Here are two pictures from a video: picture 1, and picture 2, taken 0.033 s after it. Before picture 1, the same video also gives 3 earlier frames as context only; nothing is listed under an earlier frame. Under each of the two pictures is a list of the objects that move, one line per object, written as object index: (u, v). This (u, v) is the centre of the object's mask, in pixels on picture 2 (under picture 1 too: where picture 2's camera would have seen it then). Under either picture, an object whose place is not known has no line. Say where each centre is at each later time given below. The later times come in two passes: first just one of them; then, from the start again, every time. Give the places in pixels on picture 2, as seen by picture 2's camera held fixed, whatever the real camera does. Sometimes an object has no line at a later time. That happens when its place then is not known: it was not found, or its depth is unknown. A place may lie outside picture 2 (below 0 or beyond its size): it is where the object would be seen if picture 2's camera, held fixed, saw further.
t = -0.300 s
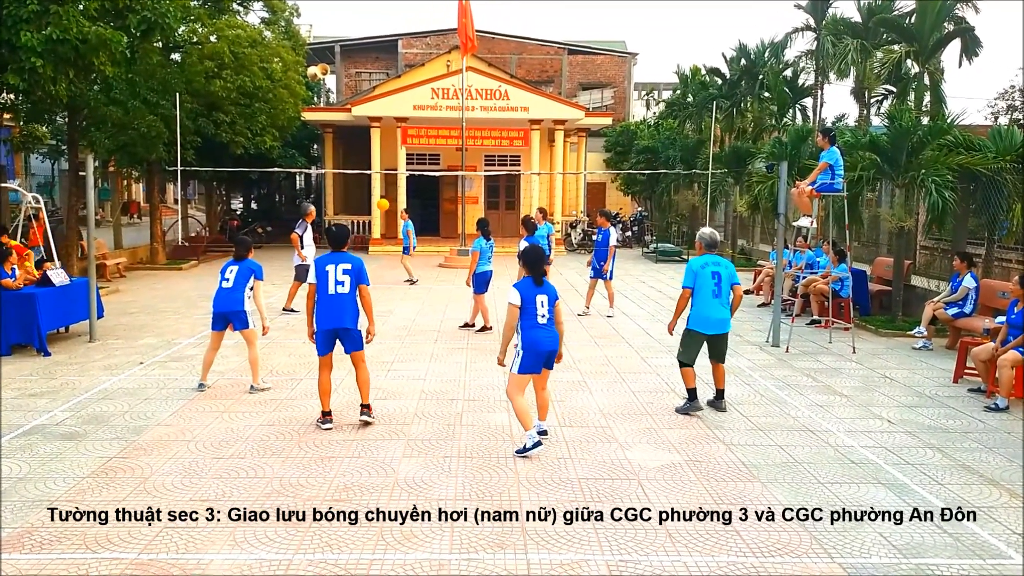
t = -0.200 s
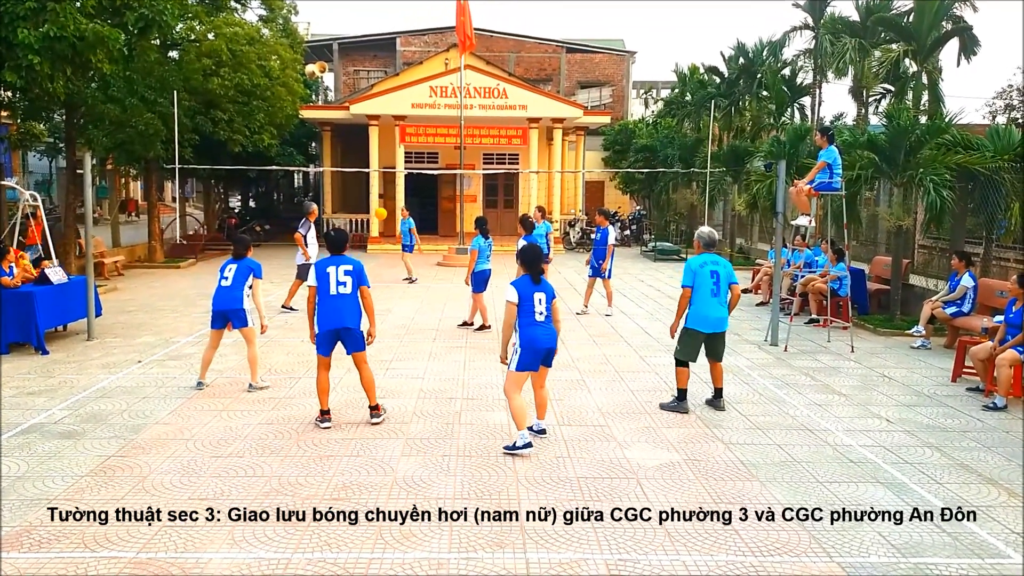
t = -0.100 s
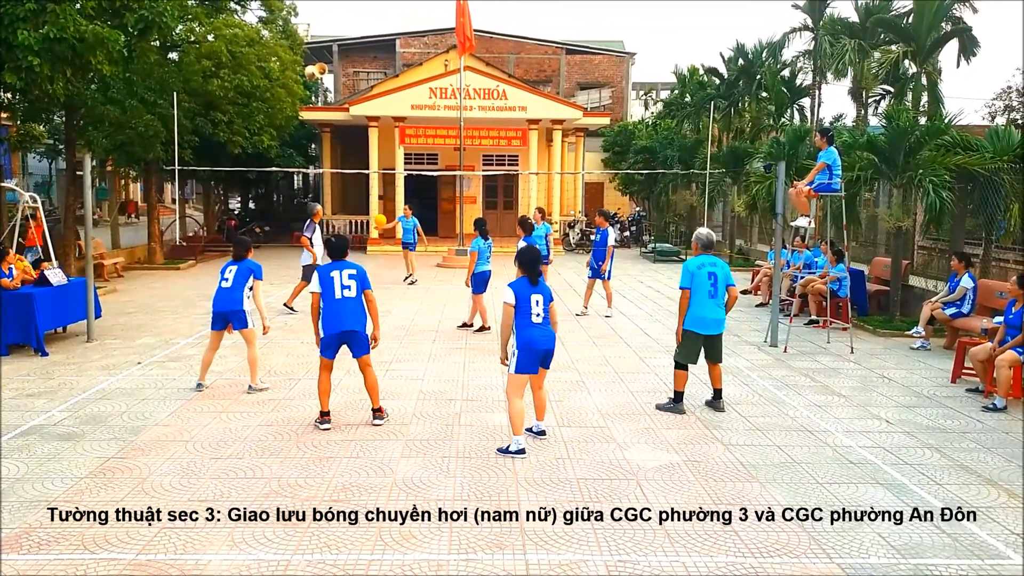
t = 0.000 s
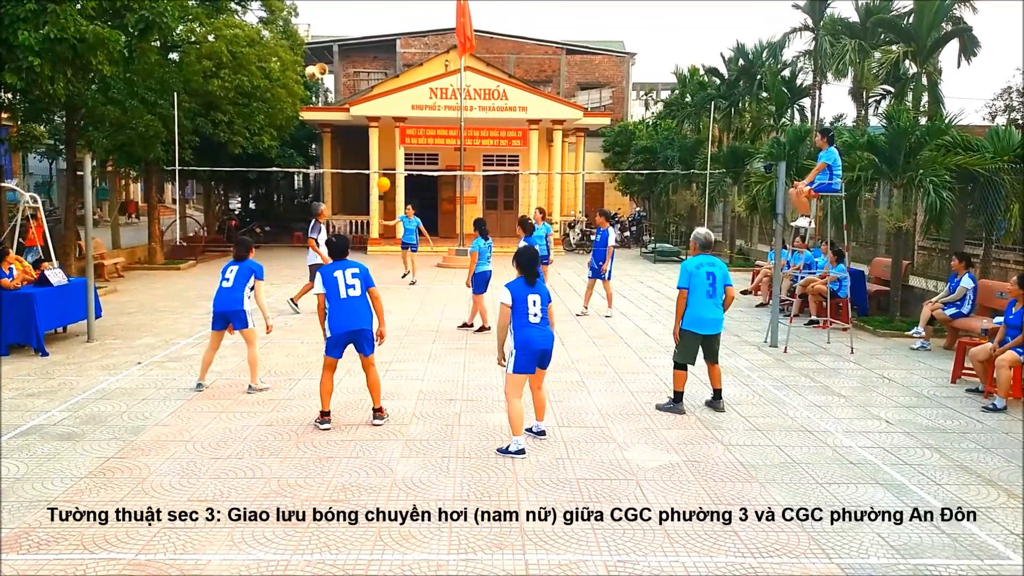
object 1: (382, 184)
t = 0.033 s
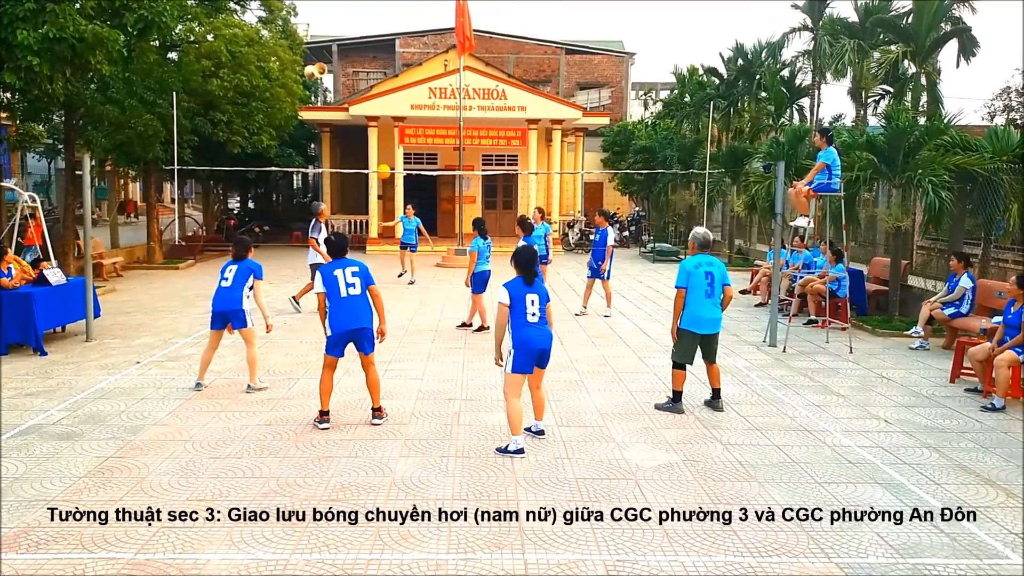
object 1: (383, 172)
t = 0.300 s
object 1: (398, 89)
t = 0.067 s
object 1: (384, 160)
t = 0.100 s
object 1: (386, 148)
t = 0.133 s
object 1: (388, 137)
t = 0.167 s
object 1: (390, 126)
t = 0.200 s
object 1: (391, 117)
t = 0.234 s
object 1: (393, 107)
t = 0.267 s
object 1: (395, 97)
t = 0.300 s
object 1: (398, 89)
